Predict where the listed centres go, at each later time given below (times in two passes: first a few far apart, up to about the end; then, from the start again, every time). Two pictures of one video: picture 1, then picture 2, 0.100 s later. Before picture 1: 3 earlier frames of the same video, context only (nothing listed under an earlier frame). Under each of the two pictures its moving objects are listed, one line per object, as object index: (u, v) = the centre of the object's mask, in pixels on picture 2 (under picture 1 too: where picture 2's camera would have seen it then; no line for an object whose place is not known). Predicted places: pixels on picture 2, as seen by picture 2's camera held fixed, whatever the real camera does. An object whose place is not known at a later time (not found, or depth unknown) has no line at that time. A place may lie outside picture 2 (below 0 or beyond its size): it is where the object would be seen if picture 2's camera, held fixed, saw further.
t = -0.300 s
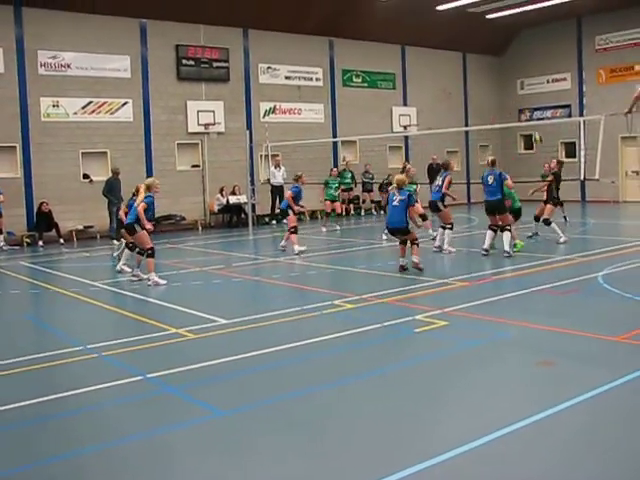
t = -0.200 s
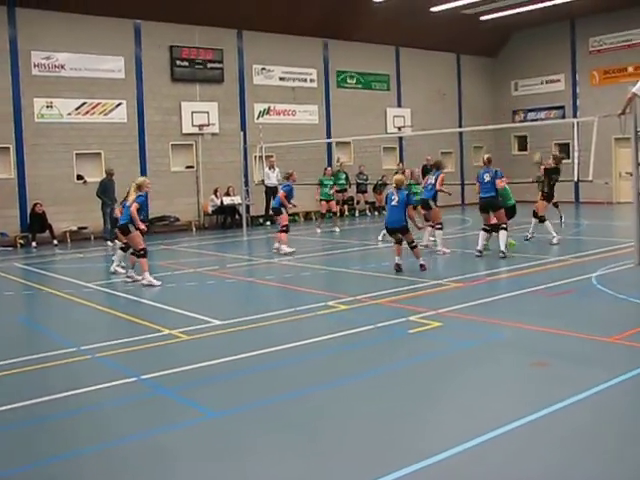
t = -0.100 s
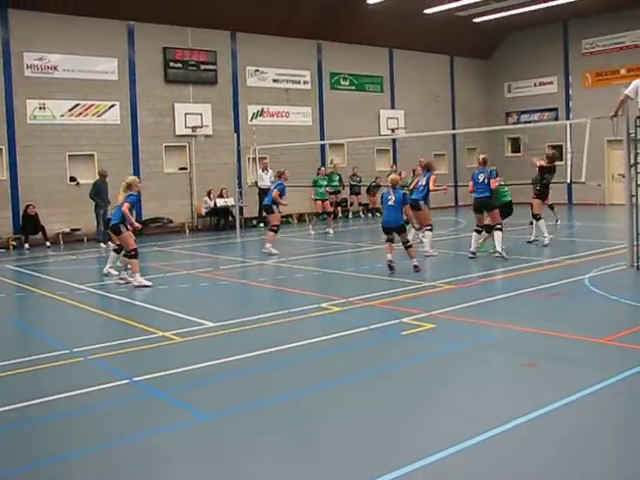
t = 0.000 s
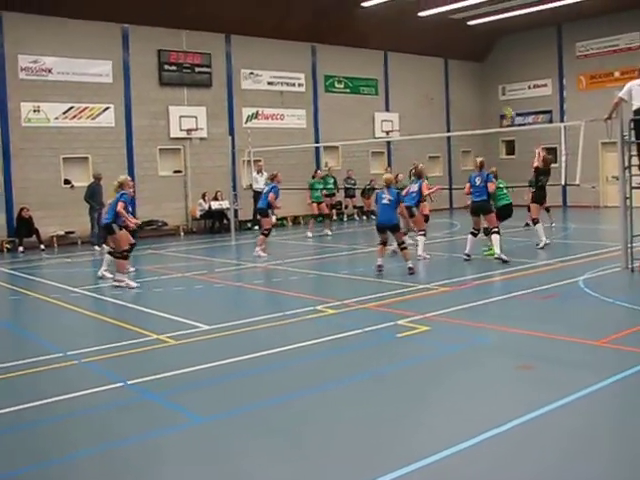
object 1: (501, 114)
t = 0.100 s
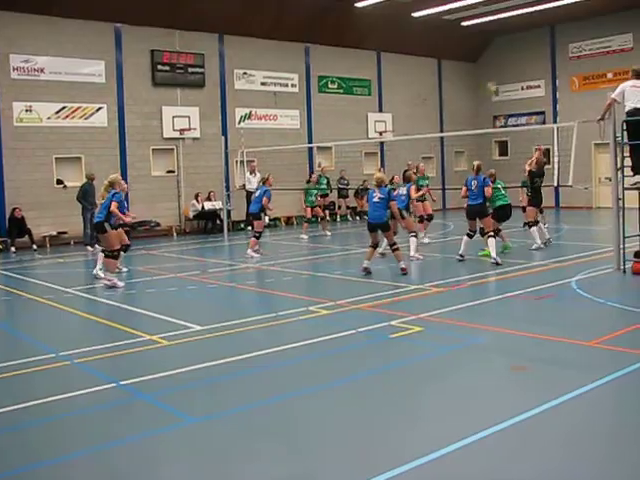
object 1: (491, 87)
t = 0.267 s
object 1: (475, 54)
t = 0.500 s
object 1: (453, 31)
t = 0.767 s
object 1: (426, 38)
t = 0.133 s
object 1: (489, 80)
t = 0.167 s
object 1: (486, 70)
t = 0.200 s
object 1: (483, 65)
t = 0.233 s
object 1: (479, 58)
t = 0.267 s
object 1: (475, 54)
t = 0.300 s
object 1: (473, 50)
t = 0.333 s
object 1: (469, 45)
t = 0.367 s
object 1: (466, 41)
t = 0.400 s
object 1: (463, 38)
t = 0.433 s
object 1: (459, 34)
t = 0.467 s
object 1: (456, 33)
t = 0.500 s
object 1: (453, 31)
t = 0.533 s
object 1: (449, 30)
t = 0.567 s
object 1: (446, 30)
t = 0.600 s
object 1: (443, 30)
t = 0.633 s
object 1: (439, 30)
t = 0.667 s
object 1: (436, 32)
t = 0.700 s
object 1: (433, 33)
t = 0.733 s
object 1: (430, 36)
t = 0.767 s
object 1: (426, 38)
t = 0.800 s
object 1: (423, 41)
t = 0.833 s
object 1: (420, 45)
